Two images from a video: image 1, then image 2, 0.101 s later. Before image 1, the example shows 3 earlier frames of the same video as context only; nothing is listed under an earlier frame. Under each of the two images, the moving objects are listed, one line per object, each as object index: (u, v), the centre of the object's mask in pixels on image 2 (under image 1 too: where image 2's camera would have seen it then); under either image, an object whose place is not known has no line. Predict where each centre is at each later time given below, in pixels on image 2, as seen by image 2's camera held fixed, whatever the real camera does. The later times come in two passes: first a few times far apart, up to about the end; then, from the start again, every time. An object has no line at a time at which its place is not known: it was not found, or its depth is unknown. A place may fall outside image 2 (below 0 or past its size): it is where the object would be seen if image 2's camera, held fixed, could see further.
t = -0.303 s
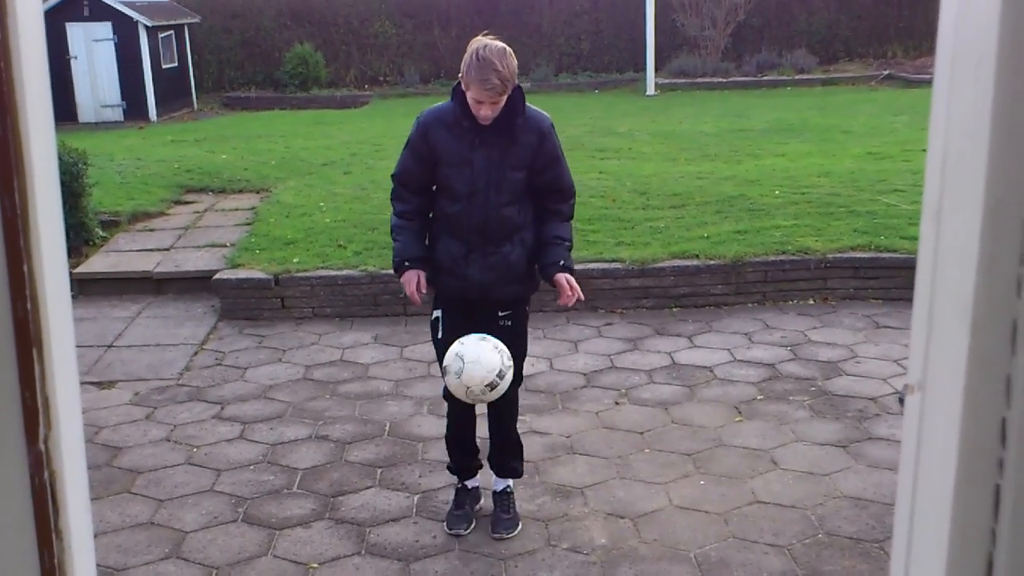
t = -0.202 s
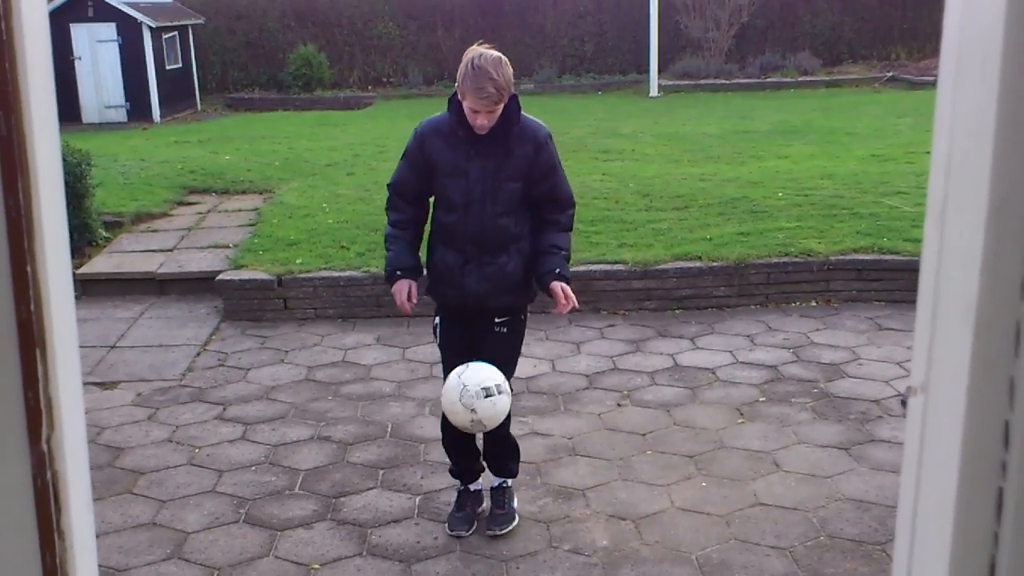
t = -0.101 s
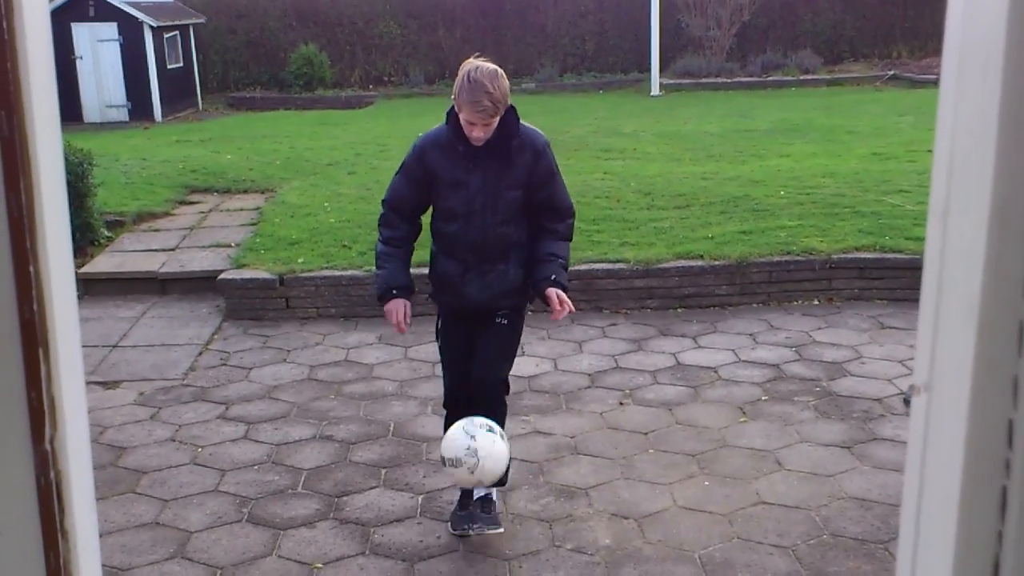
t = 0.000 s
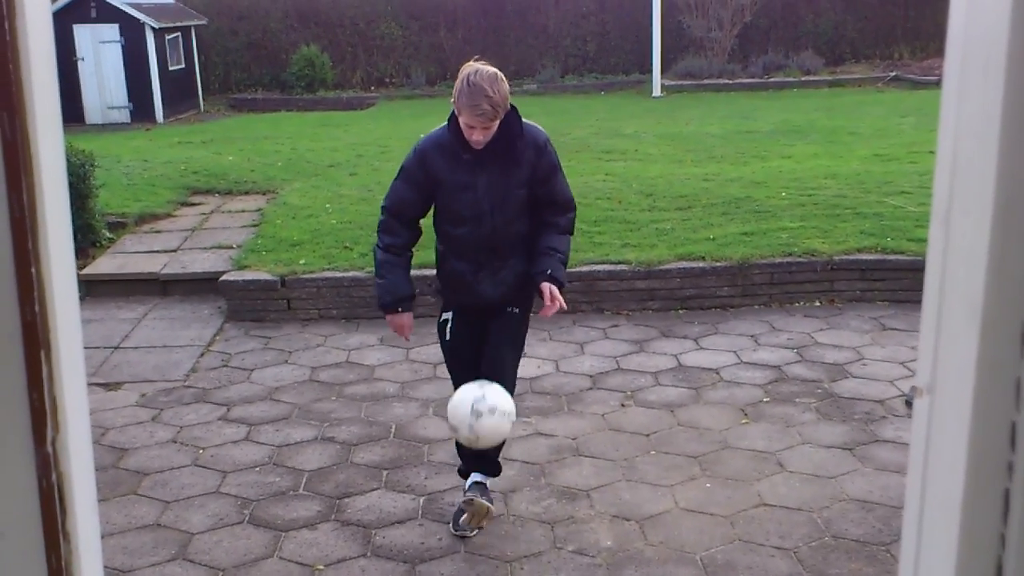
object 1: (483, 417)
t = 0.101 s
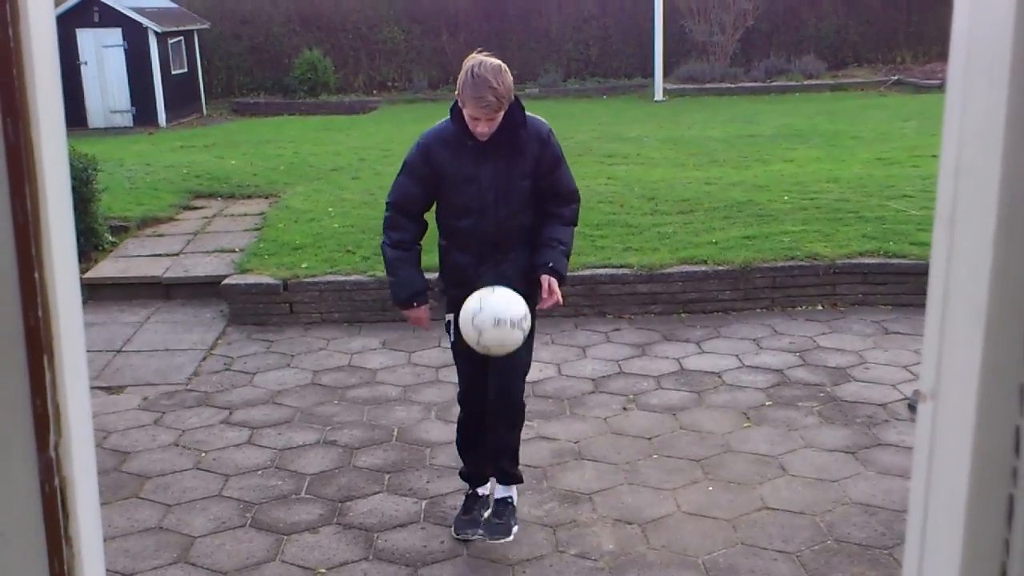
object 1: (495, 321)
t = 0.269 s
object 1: (515, 214)
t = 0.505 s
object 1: (545, 210)
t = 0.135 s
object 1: (498, 293)
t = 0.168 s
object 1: (502, 269)
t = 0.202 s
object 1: (506, 248)
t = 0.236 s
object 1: (511, 230)
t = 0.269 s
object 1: (515, 214)
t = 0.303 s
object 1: (519, 202)
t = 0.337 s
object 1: (524, 194)
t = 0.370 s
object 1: (529, 190)
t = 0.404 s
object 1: (533, 189)
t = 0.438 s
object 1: (536, 193)
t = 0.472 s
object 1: (541, 200)
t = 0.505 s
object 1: (545, 210)
